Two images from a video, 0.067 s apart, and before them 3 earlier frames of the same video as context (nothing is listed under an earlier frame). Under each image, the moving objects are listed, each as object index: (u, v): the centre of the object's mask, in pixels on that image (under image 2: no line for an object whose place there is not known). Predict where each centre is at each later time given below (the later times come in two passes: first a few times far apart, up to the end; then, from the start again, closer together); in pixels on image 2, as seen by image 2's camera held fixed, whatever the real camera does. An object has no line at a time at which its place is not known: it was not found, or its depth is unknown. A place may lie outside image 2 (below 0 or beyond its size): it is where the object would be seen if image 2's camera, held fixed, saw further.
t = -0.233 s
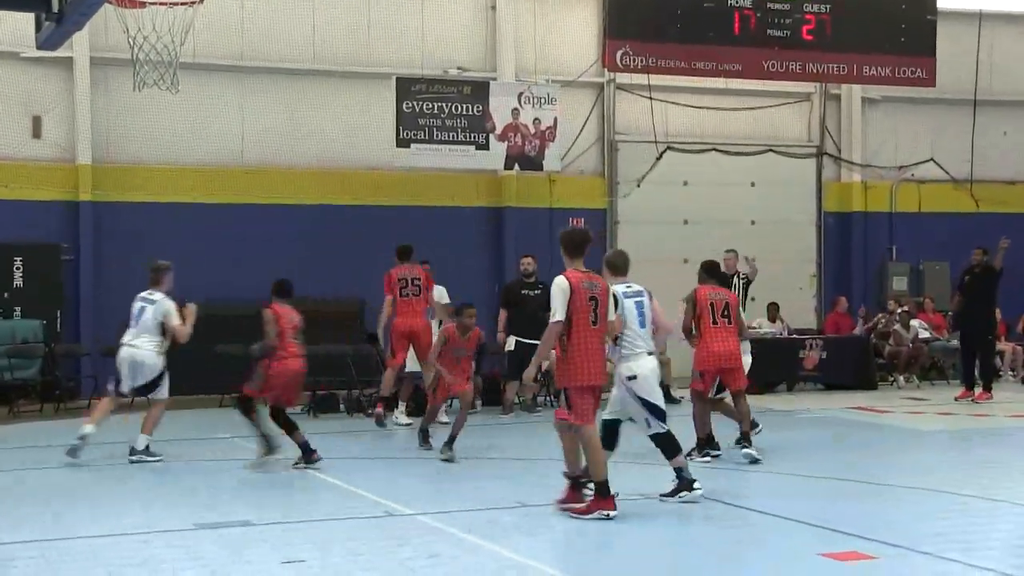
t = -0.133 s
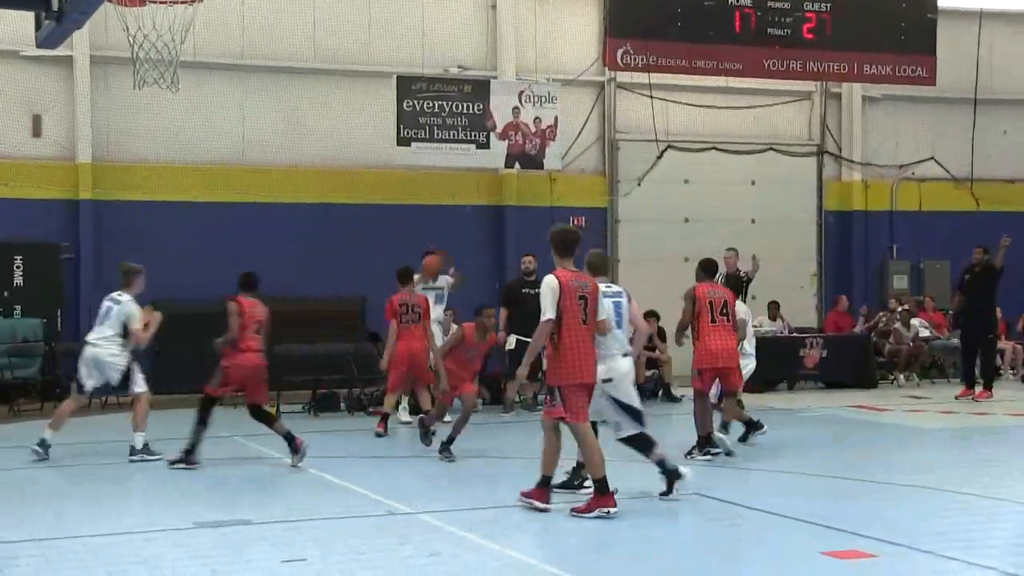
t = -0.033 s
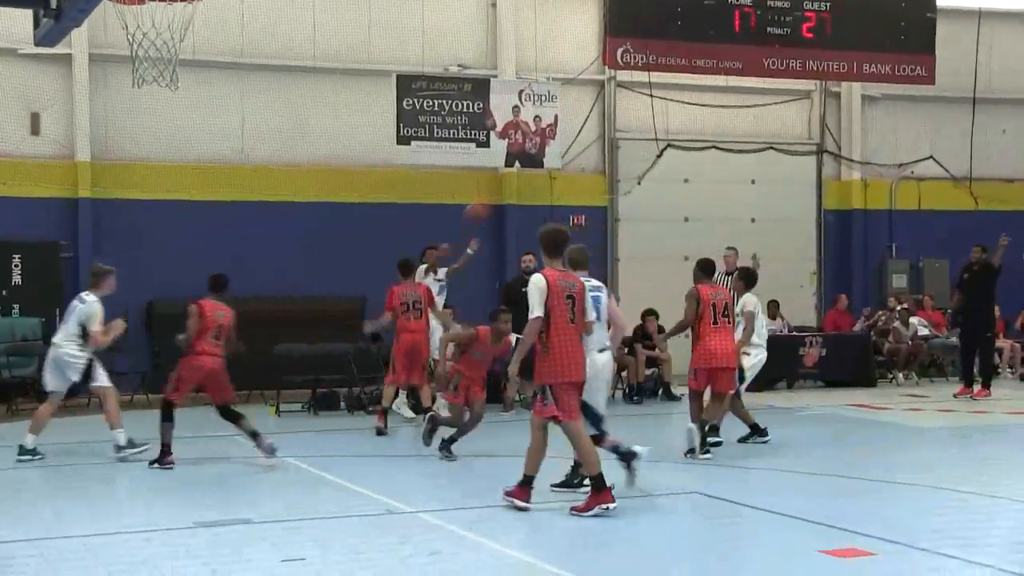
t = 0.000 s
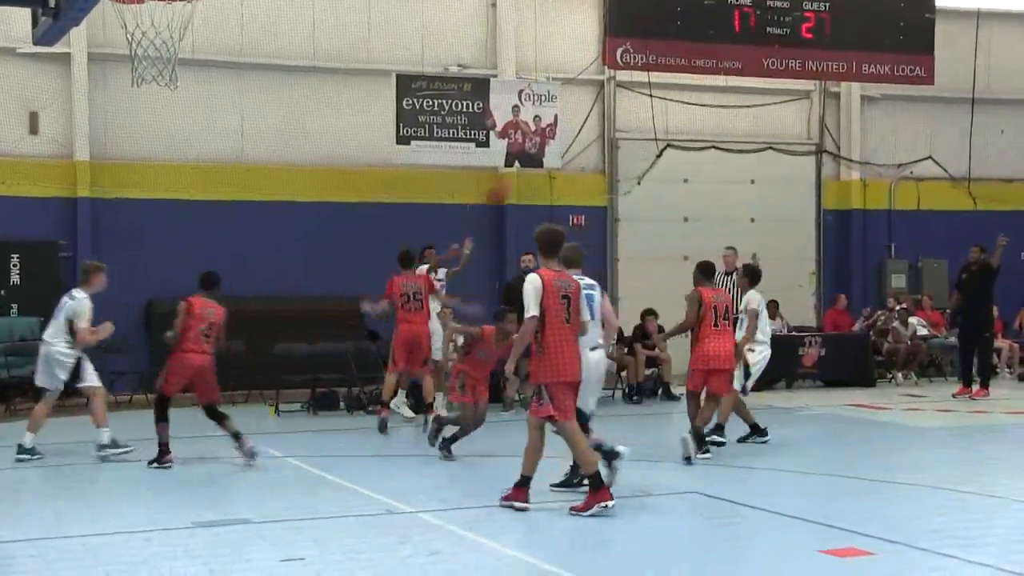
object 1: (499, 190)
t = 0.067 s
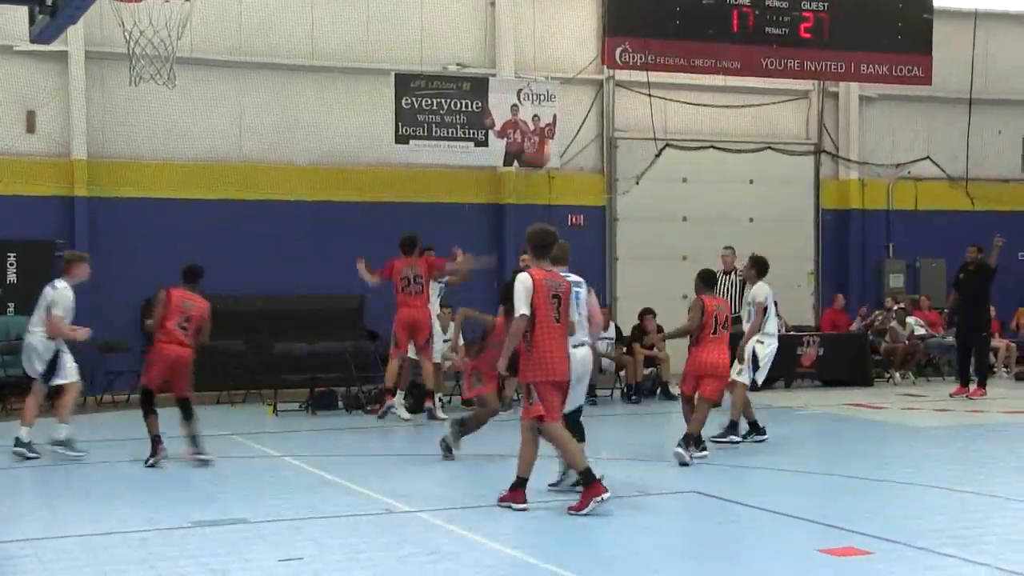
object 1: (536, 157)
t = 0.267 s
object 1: (675, 65)
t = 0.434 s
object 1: (816, 11)
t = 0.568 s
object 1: (947, -9)
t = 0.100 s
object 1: (559, 140)
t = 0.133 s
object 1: (579, 124)
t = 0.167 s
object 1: (604, 109)
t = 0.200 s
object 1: (626, 93)
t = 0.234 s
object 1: (651, 79)
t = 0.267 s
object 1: (675, 65)
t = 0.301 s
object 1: (699, 52)
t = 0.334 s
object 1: (727, 38)
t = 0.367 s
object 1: (755, 29)
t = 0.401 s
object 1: (786, 19)
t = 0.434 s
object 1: (816, 11)
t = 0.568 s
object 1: (947, -9)
